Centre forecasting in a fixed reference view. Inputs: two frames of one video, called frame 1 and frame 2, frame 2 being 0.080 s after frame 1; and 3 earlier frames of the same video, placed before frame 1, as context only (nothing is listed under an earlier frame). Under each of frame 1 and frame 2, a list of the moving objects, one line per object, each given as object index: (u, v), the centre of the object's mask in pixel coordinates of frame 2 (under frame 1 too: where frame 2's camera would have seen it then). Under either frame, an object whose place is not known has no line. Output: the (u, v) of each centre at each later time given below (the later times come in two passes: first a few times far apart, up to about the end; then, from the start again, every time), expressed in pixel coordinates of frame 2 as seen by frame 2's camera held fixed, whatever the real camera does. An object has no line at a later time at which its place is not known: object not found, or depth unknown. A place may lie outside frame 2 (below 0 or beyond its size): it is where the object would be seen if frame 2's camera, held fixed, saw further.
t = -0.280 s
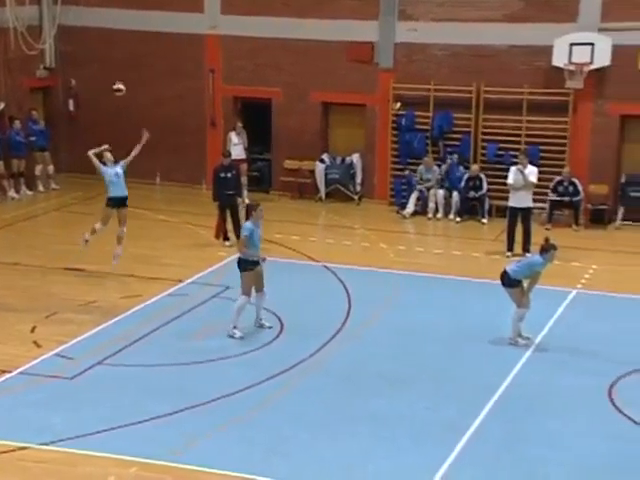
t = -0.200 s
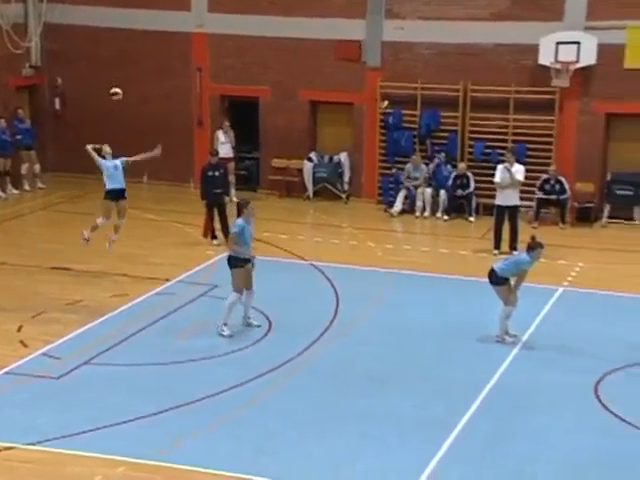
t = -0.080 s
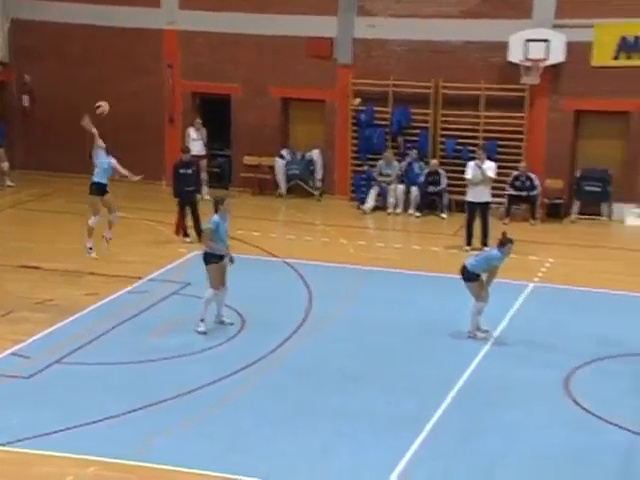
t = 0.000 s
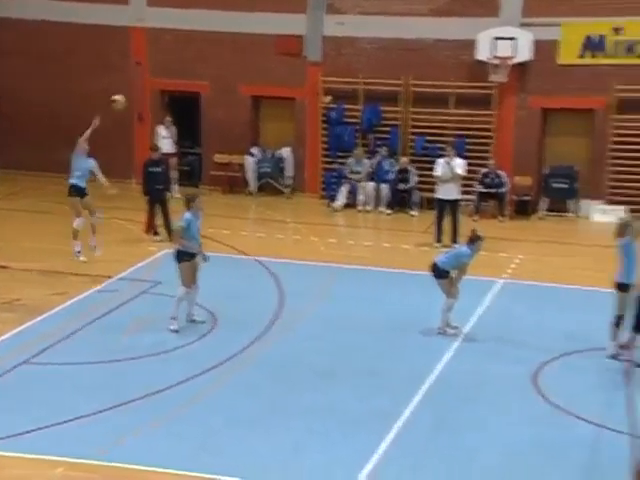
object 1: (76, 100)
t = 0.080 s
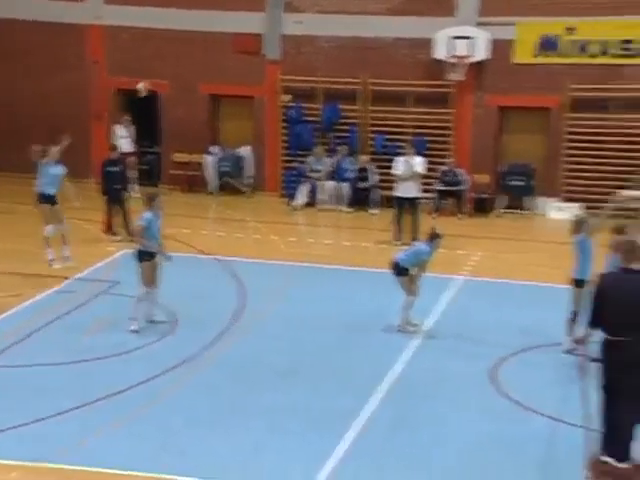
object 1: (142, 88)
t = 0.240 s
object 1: (281, 73)
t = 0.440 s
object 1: (472, 74)
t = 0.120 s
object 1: (177, 84)
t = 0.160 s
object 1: (211, 78)
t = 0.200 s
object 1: (245, 75)
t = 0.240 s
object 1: (281, 73)
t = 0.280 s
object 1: (317, 72)
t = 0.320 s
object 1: (354, 71)
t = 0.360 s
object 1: (392, 71)
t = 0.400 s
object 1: (431, 72)
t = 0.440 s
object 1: (472, 74)
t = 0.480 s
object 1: (512, 78)
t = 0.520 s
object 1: (552, 81)
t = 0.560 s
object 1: (594, 86)
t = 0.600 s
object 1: (637, 93)
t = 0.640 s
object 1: (681, 100)
